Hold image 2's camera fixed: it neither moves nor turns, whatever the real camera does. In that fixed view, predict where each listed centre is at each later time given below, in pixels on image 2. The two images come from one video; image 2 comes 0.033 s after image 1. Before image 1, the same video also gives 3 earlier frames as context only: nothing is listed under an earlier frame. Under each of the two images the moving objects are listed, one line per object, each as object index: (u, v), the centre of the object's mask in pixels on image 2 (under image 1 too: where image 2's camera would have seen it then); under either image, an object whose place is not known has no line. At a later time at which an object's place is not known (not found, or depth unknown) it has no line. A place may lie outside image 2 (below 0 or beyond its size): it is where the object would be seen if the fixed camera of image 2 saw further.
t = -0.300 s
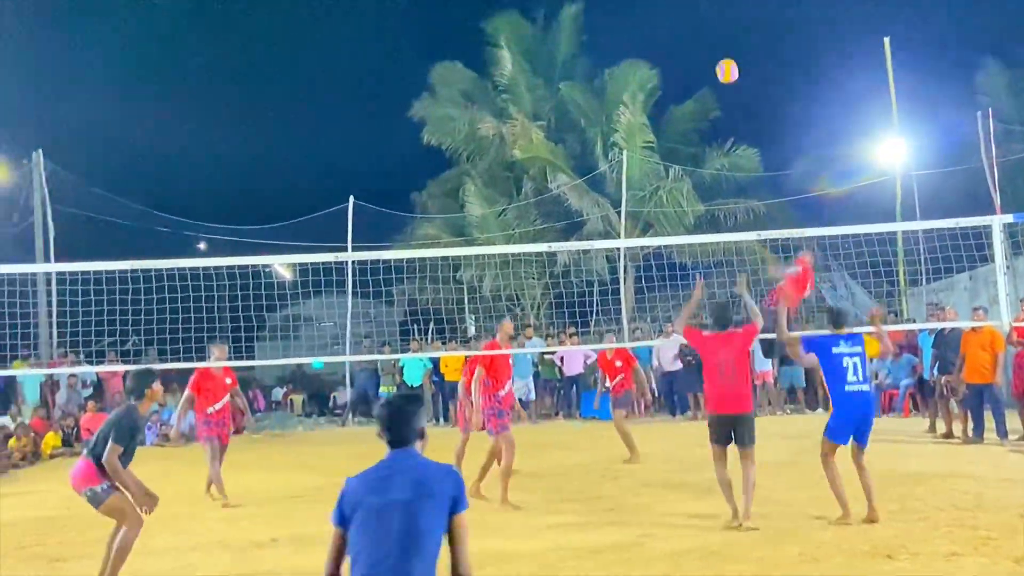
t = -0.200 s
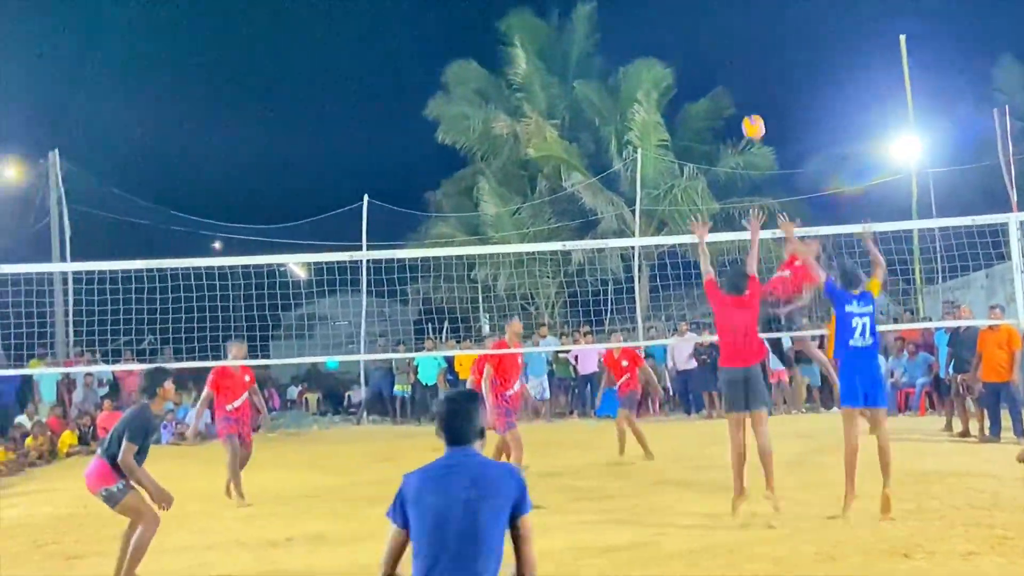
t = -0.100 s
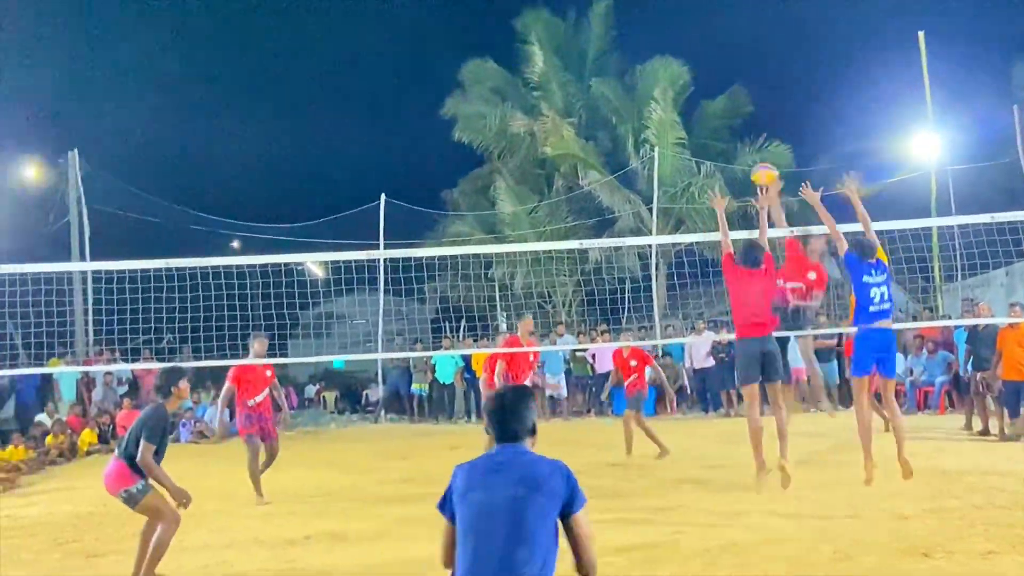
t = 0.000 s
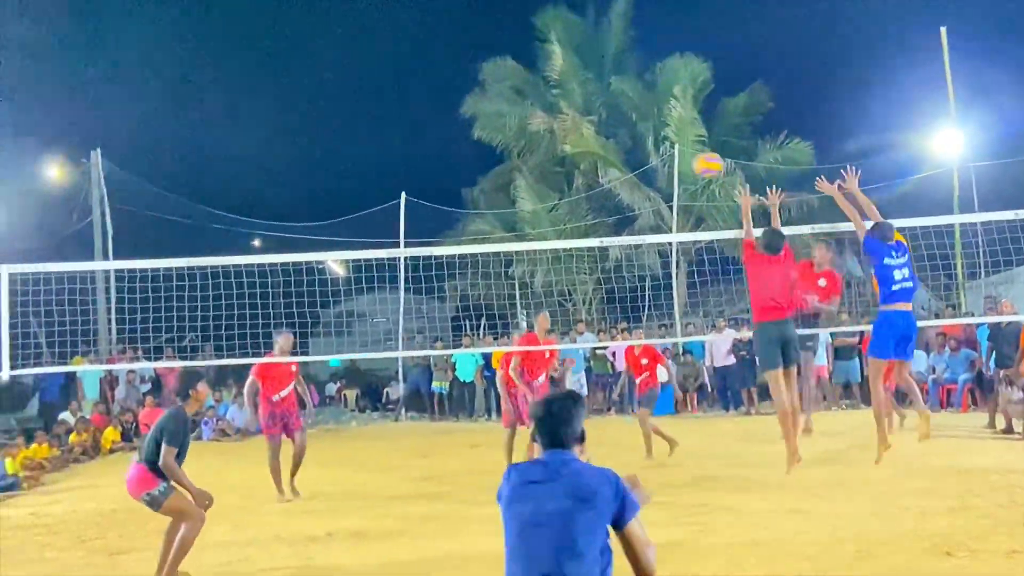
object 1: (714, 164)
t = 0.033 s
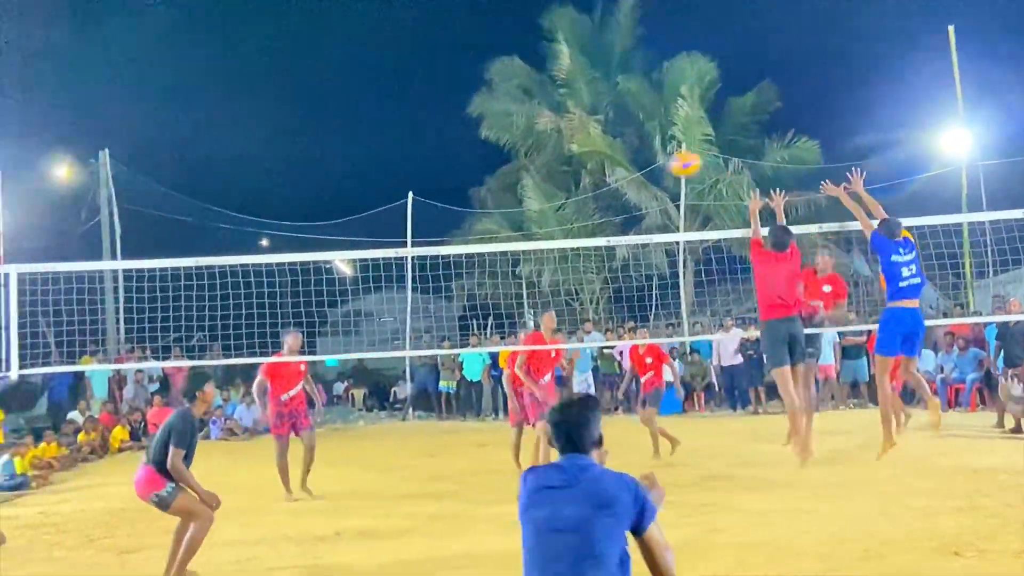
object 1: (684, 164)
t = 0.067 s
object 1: (654, 165)
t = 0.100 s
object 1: (620, 168)
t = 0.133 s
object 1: (582, 173)
